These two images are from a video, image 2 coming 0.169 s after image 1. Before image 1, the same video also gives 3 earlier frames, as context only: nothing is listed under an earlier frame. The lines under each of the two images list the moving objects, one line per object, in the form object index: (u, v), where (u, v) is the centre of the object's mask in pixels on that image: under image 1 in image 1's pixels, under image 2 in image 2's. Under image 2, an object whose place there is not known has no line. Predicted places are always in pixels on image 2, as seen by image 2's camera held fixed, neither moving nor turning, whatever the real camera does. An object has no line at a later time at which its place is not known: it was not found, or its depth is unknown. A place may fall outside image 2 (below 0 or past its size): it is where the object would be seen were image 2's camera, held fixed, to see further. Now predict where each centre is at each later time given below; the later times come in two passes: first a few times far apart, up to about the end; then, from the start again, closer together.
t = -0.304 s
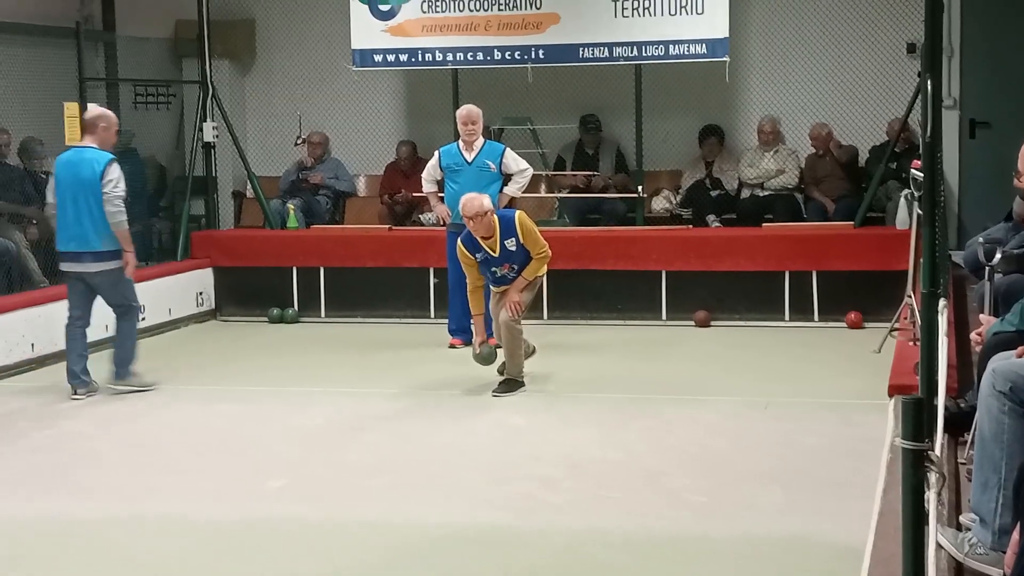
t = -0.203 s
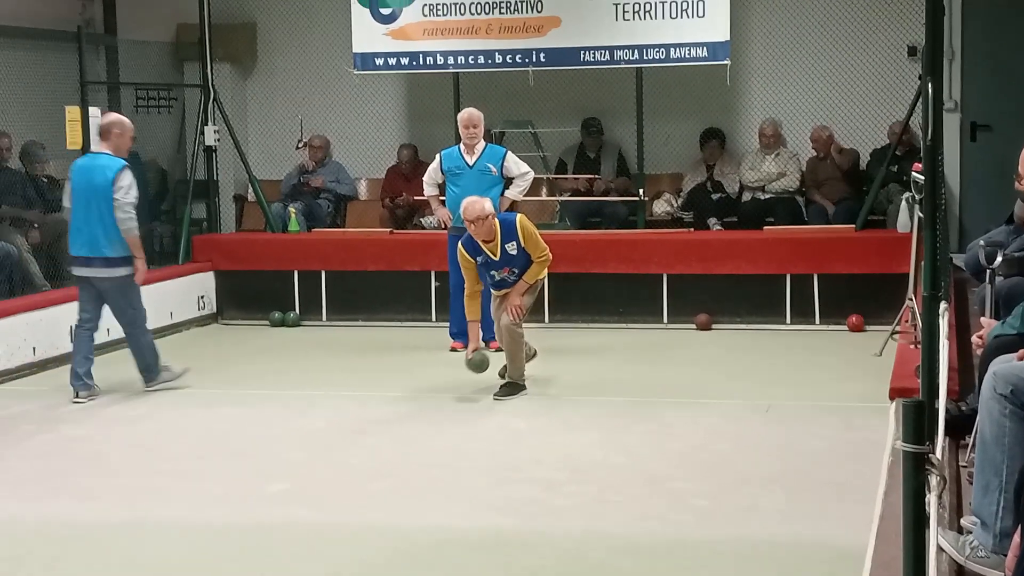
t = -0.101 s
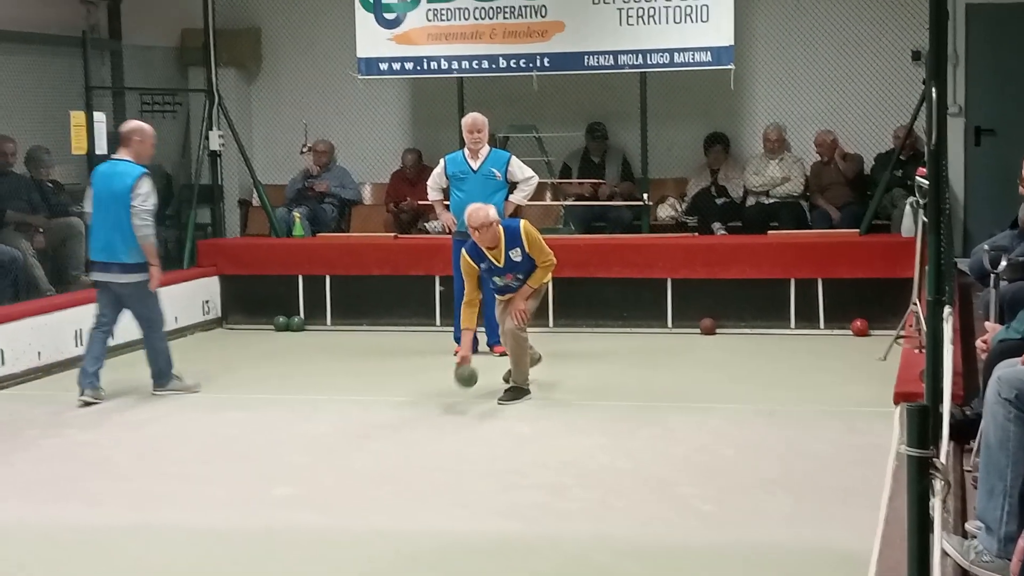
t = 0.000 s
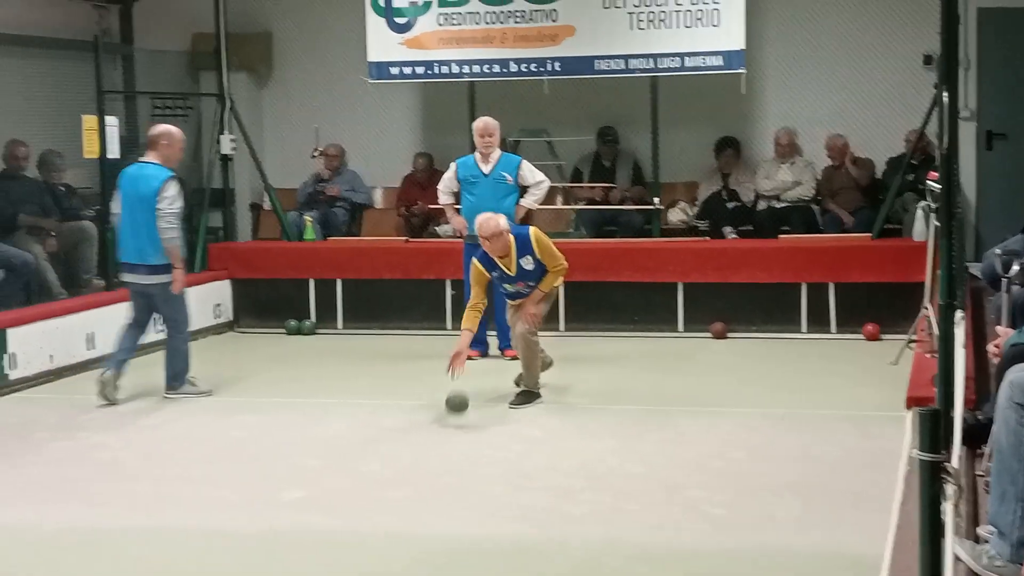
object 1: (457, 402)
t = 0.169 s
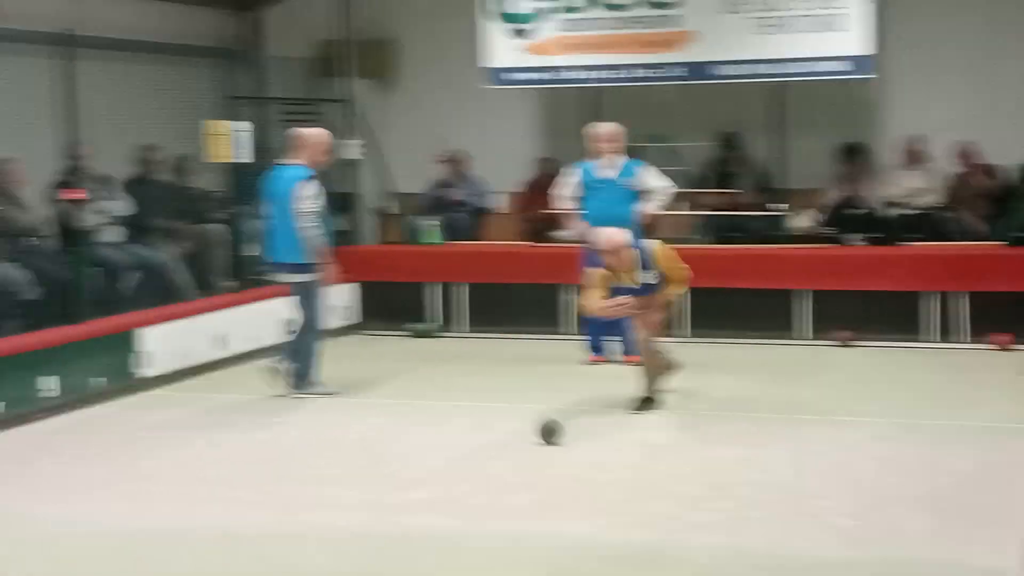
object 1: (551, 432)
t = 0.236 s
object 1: (541, 437)
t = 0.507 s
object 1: (491, 457)
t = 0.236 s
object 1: (541, 437)
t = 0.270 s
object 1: (535, 439)
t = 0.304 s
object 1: (529, 442)
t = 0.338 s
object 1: (523, 444)
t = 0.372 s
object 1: (517, 446)
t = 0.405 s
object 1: (511, 449)
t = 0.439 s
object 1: (504, 451)
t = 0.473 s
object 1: (497, 454)
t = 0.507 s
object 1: (491, 457)
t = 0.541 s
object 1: (484, 461)
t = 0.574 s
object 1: (477, 463)
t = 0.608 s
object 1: (470, 466)
